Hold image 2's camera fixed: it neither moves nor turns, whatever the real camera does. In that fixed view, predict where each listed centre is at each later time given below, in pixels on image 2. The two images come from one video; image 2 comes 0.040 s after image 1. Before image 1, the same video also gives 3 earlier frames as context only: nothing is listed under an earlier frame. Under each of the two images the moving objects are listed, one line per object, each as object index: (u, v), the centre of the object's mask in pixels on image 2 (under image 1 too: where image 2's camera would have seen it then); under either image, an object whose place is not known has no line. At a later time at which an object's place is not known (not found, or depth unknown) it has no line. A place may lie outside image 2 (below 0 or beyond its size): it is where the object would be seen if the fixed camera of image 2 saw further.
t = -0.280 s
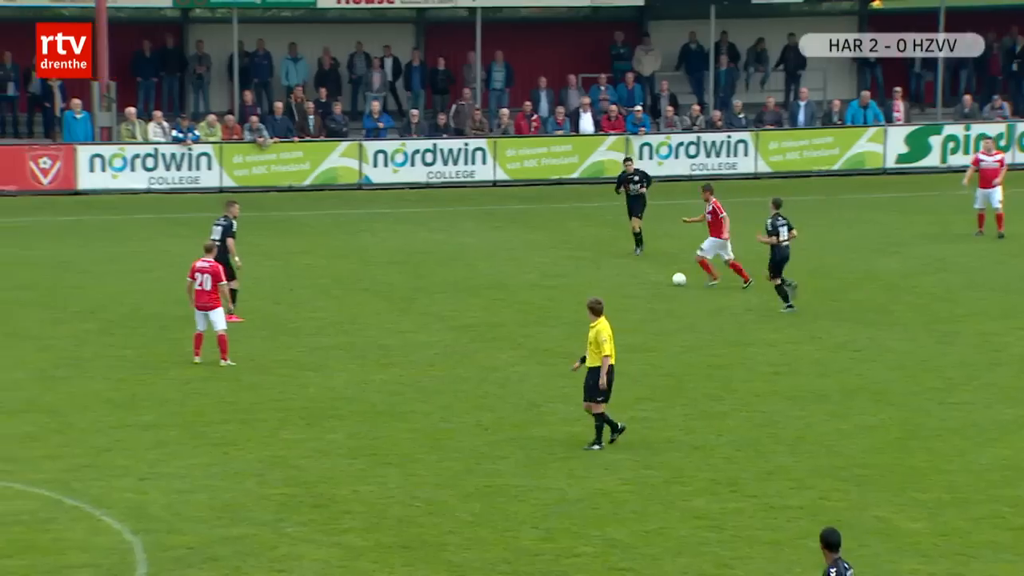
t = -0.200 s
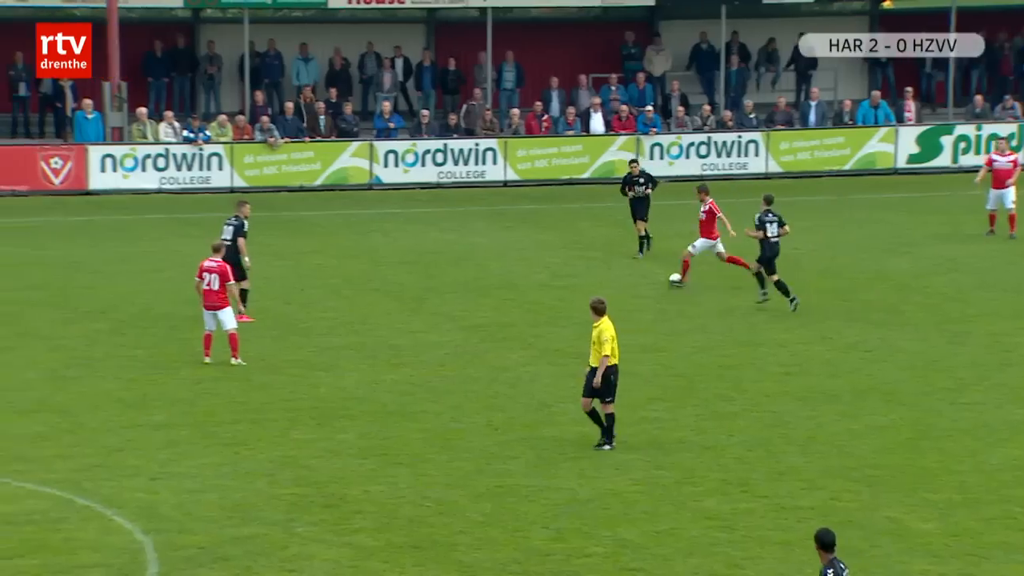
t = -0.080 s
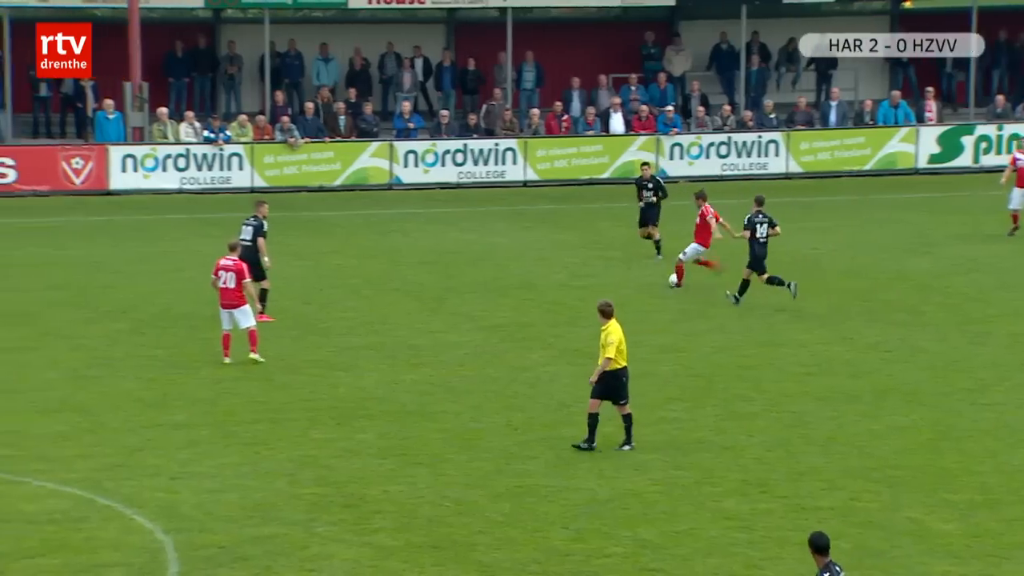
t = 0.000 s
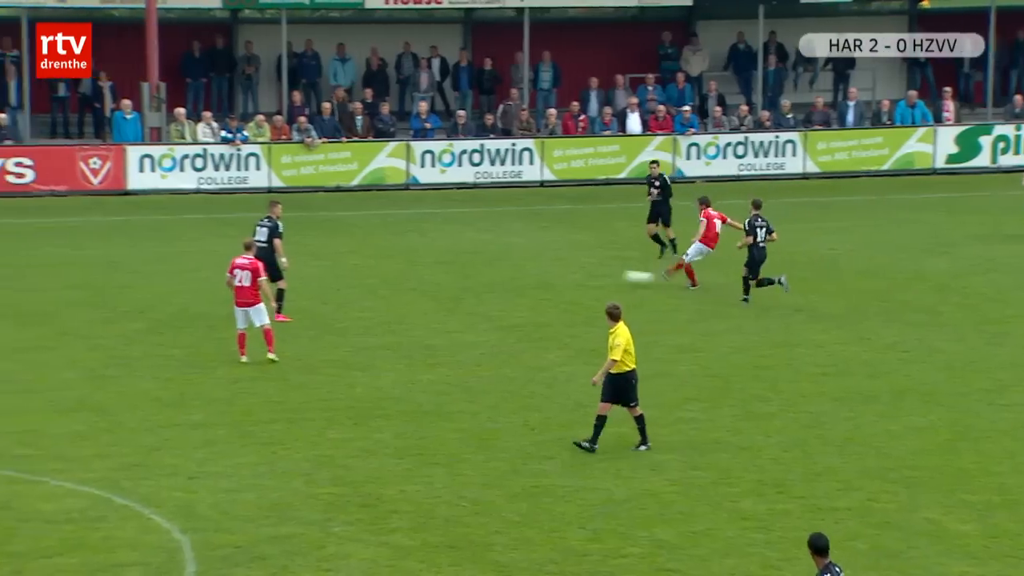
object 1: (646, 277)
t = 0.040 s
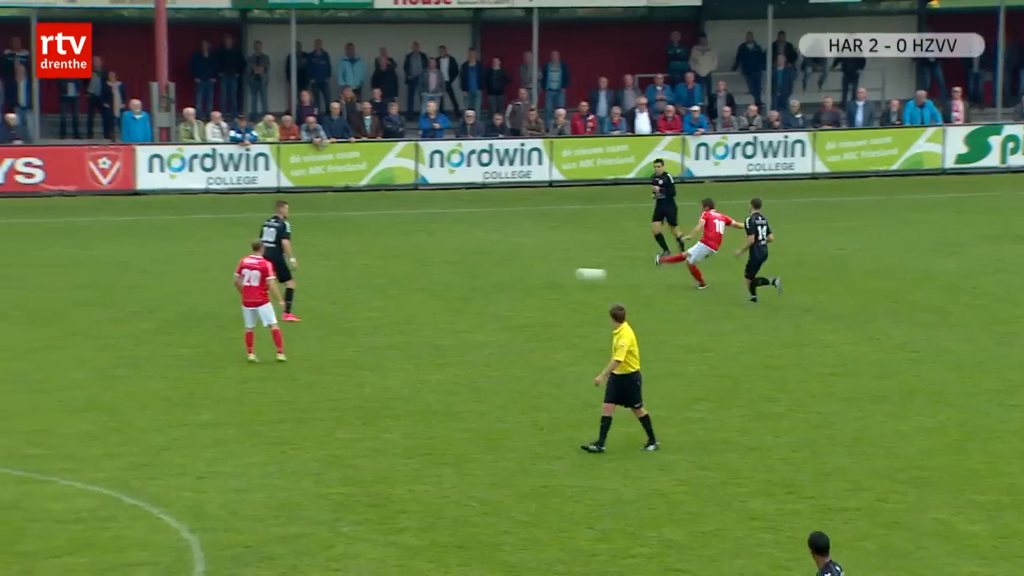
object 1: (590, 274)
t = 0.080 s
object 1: (535, 272)
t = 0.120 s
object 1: (481, 272)
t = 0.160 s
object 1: (426, 273)
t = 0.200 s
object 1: (372, 277)
